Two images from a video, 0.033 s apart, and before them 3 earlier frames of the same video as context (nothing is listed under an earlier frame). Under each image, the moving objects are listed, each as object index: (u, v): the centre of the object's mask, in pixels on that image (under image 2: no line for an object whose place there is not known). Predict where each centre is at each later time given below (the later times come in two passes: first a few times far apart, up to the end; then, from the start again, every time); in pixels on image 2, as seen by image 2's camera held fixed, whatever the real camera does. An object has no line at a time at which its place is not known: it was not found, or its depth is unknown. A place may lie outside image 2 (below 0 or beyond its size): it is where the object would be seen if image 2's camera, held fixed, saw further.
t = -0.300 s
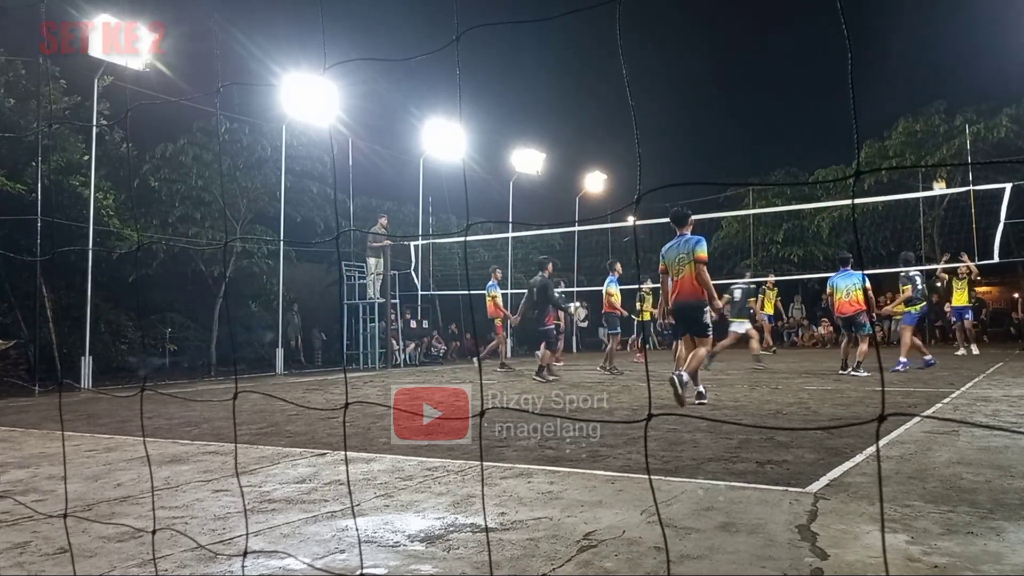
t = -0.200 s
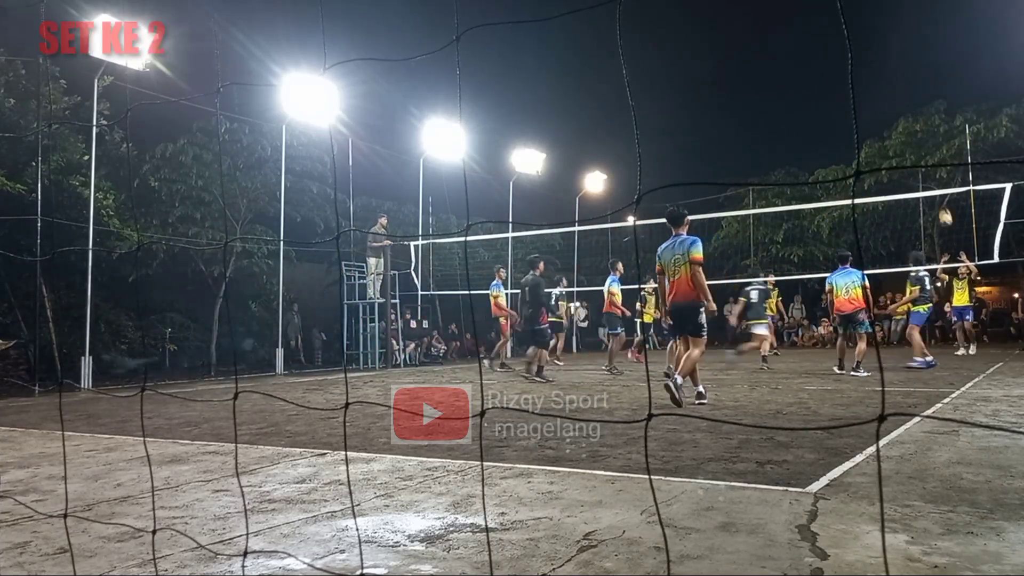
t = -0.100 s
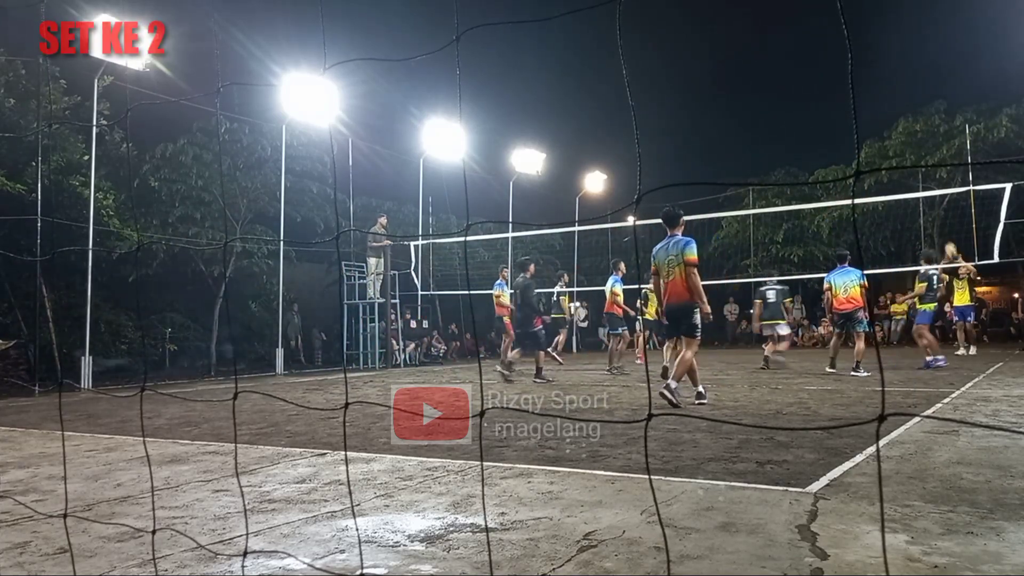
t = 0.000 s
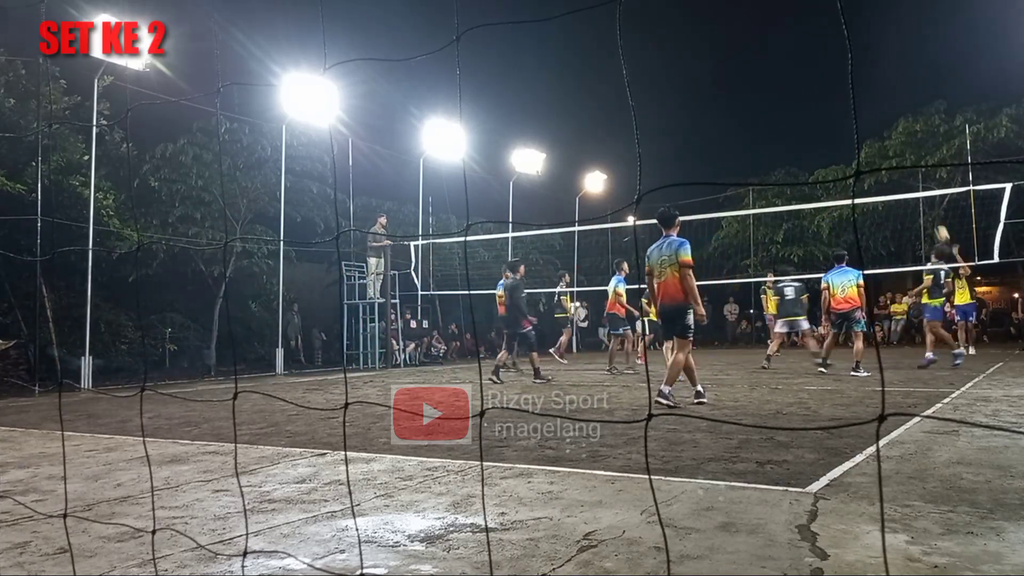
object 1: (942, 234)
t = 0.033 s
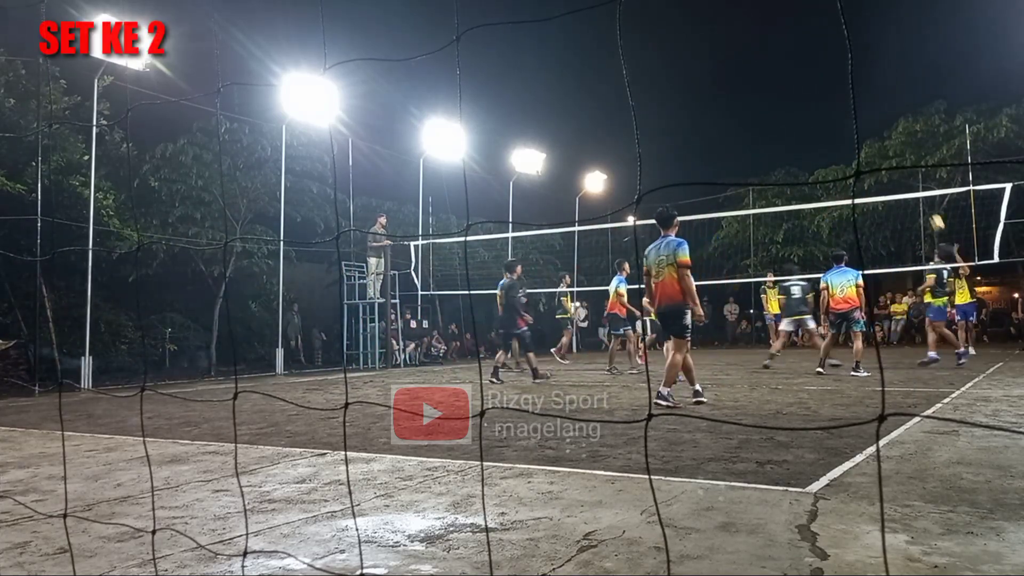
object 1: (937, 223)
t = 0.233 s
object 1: (904, 164)
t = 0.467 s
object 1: (868, 119)
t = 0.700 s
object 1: (831, 102)
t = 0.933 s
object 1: (794, 116)
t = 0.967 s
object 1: (788, 120)
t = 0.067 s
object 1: (932, 212)
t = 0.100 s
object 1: (927, 202)
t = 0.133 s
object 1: (920, 188)
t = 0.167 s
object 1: (915, 182)
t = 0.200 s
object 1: (910, 173)
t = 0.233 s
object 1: (904, 164)
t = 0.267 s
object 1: (899, 156)
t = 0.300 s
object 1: (894, 148)
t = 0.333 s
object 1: (889, 141)
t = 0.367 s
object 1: (884, 135)
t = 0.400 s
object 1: (879, 129)
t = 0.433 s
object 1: (873, 124)
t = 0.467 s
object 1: (868, 119)
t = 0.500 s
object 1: (863, 115)
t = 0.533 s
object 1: (858, 111)
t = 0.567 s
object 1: (853, 108)
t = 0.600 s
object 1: (846, 106)
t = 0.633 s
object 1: (842, 104)
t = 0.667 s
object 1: (836, 103)
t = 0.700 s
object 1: (831, 102)
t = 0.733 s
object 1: (826, 102)
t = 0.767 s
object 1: (820, 103)
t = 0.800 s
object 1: (815, 104)
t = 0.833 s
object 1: (810, 106)
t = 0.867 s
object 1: (804, 109)
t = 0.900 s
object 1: (799, 112)
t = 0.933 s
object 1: (794, 116)
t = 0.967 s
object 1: (788, 120)
